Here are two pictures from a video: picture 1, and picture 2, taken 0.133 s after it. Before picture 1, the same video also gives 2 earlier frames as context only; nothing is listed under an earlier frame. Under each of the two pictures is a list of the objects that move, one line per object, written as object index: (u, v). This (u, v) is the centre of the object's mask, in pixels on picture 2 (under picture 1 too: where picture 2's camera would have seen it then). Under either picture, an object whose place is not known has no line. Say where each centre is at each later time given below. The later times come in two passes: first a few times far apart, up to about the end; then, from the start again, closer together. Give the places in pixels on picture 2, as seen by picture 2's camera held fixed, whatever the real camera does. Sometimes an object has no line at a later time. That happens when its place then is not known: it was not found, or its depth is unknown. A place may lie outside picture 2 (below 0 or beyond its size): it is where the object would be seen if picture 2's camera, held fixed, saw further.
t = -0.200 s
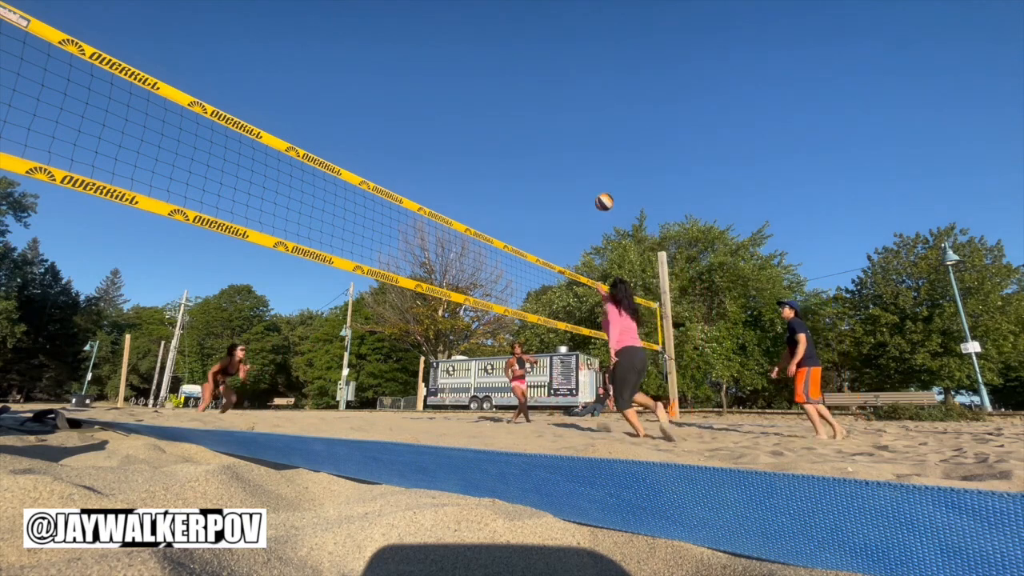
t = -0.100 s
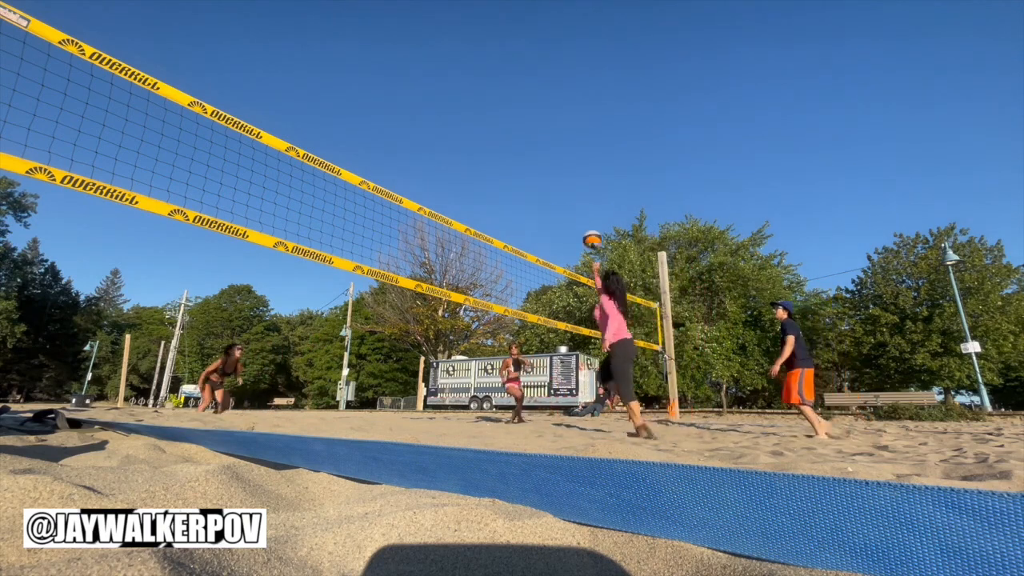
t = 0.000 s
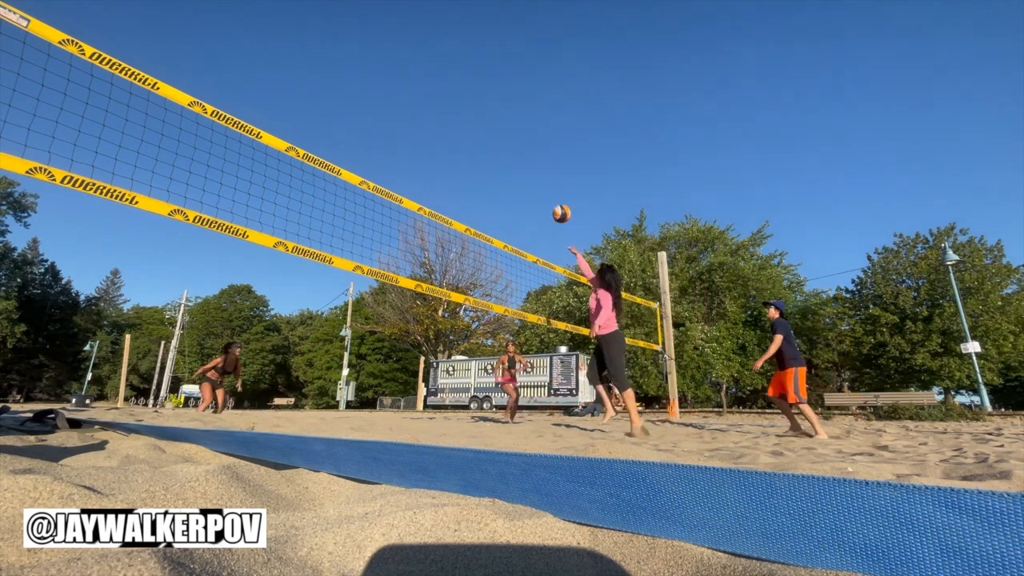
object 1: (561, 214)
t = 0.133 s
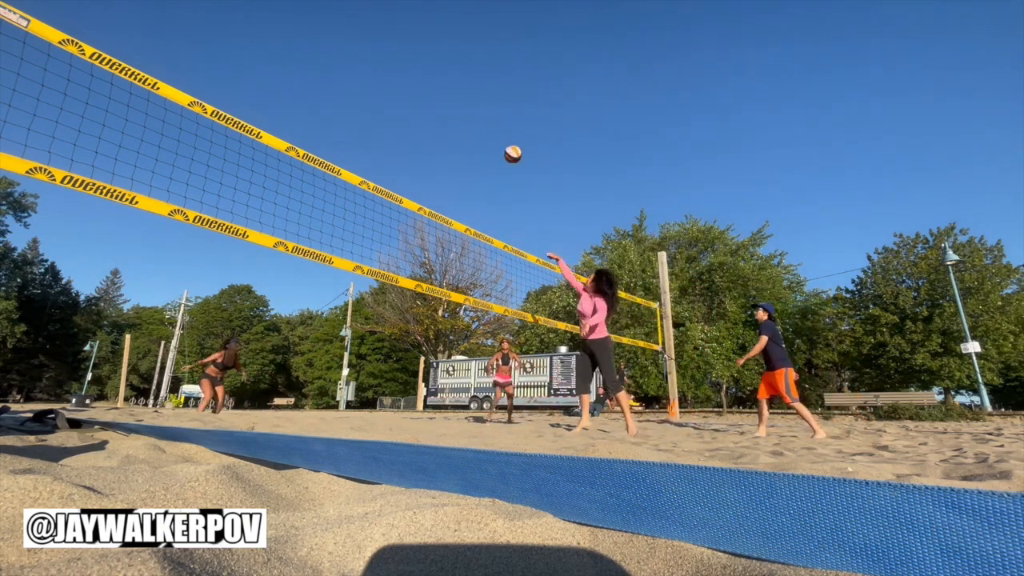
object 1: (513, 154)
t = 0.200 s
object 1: (490, 131)
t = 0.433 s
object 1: (417, 81)
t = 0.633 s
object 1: (357, 70)
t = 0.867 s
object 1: (288, 88)
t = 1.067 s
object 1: (225, 132)
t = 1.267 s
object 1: (158, 197)
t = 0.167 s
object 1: (501, 142)
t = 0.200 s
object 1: (490, 131)
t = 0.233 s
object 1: (479, 122)
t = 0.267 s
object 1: (468, 113)
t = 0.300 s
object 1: (457, 105)
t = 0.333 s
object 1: (447, 98)
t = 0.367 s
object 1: (437, 91)
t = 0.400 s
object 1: (427, 86)
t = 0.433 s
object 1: (417, 81)
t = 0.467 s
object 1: (406, 78)
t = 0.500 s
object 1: (397, 75)
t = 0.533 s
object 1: (387, 73)
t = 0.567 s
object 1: (377, 71)
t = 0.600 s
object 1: (367, 70)
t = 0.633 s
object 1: (357, 70)
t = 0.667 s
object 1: (348, 70)
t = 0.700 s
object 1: (338, 72)
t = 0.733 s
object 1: (328, 74)
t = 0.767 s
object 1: (318, 76)
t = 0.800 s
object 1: (308, 80)
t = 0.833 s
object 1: (298, 84)
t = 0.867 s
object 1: (288, 88)
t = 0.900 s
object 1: (278, 94)
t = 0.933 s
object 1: (268, 100)
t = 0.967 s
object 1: (257, 107)
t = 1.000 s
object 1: (247, 114)
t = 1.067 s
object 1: (225, 132)
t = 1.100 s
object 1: (214, 141)
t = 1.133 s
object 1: (203, 151)
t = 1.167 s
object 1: (192, 163)
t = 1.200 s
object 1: (181, 176)
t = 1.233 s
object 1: (169, 189)
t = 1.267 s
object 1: (158, 197)
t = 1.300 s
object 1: (144, 218)
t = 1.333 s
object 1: (132, 234)
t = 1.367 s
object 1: (119, 250)
